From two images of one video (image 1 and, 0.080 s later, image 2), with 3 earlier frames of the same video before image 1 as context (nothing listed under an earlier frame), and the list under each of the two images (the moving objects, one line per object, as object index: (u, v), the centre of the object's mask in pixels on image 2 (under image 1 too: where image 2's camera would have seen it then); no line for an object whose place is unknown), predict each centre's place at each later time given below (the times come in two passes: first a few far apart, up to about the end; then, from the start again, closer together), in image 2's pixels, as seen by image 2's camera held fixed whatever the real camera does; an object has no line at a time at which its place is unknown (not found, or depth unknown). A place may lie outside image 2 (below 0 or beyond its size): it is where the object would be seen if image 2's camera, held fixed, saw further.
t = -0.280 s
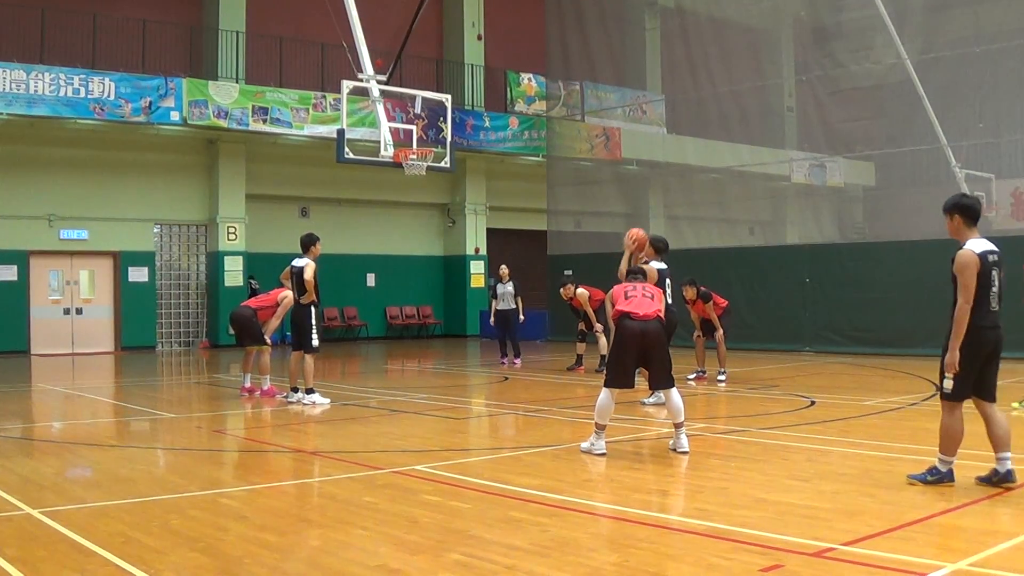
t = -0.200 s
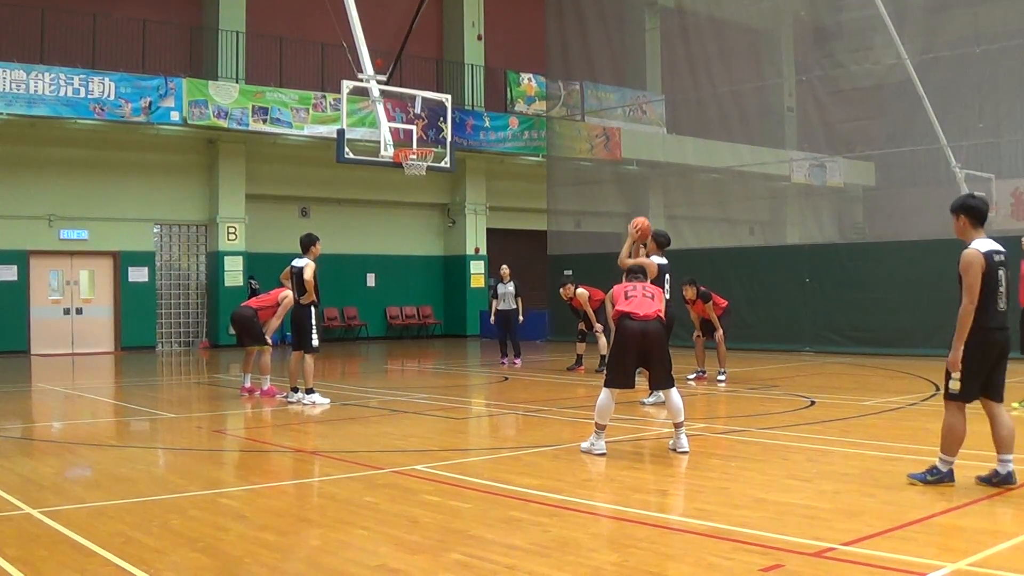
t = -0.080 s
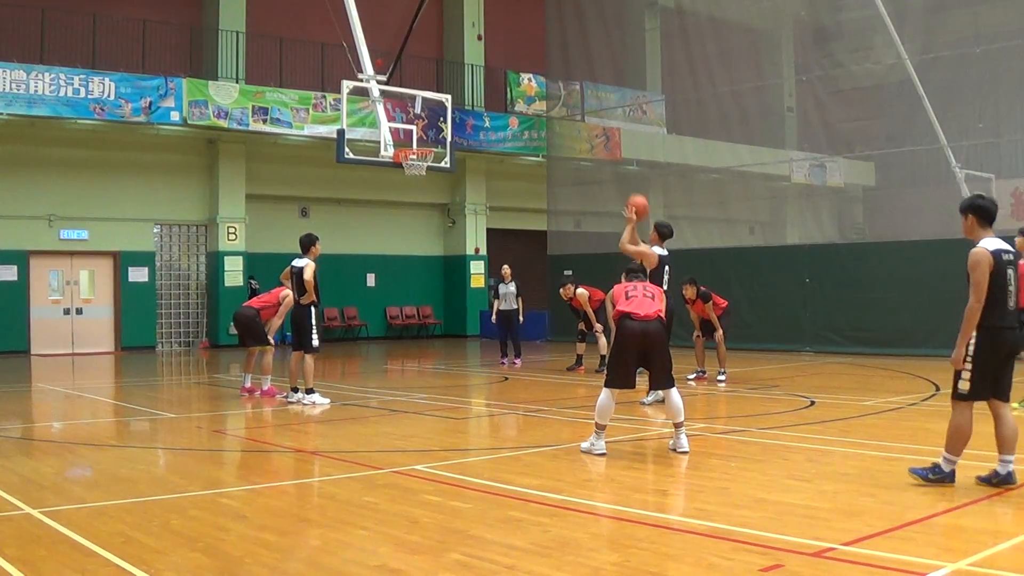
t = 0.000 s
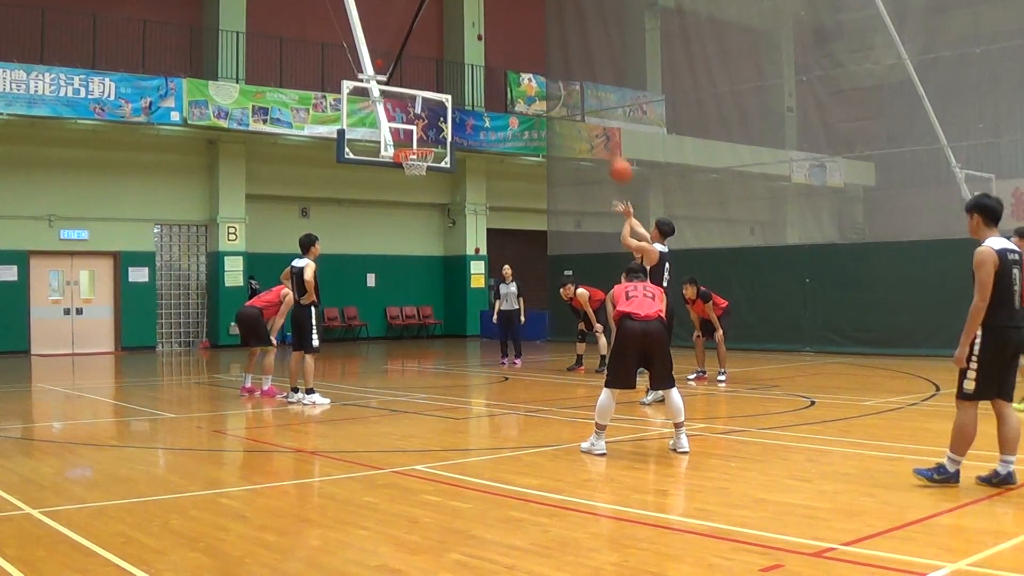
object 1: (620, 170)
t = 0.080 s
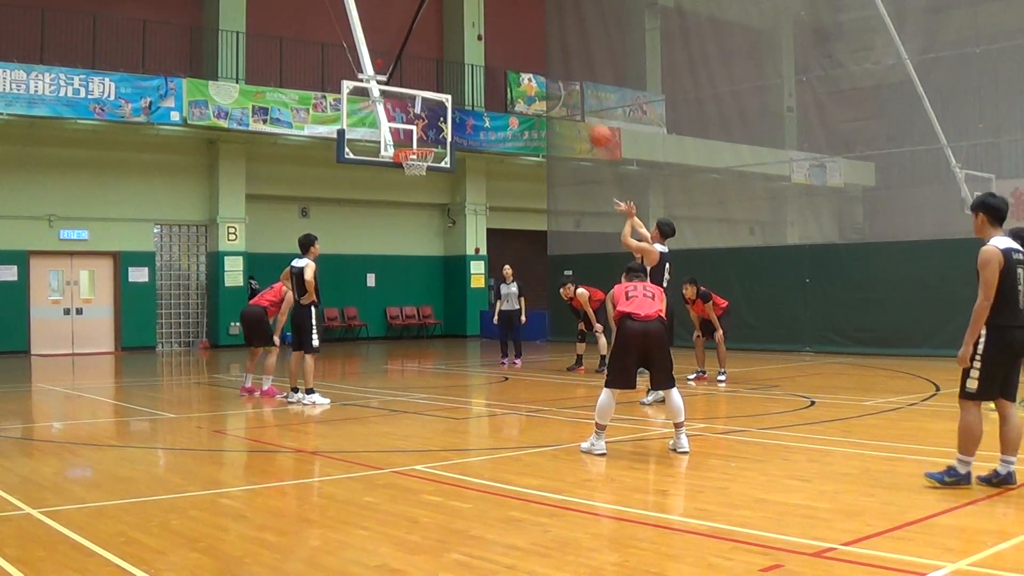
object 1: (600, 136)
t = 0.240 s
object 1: (564, 88)
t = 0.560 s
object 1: (502, 61)
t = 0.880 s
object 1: (450, 111)
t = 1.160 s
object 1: (468, 130)
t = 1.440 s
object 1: (528, 154)
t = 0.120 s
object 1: (591, 121)
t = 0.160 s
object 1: (582, 109)
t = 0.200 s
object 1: (573, 97)
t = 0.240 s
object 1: (564, 88)
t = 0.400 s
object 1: (532, 64)
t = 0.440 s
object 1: (524, 62)
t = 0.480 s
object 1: (517, 60)
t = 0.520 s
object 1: (510, 61)
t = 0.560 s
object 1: (502, 61)
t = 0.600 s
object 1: (495, 64)
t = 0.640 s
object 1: (489, 68)
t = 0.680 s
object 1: (482, 73)
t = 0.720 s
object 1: (475, 77)
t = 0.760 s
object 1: (469, 85)
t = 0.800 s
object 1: (462, 93)
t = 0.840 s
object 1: (457, 101)
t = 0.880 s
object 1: (450, 111)
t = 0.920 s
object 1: (444, 123)
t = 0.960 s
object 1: (438, 135)
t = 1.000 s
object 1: (436, 142)
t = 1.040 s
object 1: (444, 138)
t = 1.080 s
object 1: (452, 134)
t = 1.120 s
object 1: (461, 131)
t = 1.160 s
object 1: (468, 130)
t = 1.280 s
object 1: (494, 134)
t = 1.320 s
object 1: (503, 137)
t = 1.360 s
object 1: (511, 141)
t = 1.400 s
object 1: (520, 147)
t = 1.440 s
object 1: (528, 154)
